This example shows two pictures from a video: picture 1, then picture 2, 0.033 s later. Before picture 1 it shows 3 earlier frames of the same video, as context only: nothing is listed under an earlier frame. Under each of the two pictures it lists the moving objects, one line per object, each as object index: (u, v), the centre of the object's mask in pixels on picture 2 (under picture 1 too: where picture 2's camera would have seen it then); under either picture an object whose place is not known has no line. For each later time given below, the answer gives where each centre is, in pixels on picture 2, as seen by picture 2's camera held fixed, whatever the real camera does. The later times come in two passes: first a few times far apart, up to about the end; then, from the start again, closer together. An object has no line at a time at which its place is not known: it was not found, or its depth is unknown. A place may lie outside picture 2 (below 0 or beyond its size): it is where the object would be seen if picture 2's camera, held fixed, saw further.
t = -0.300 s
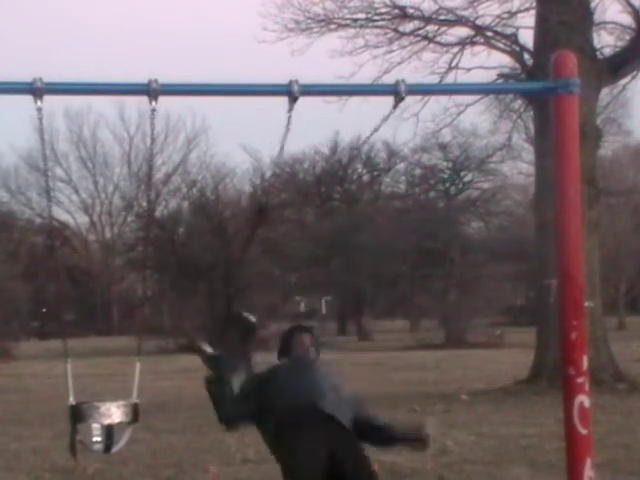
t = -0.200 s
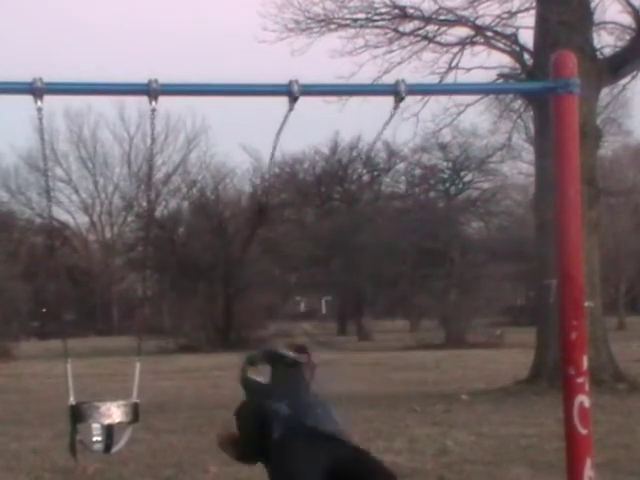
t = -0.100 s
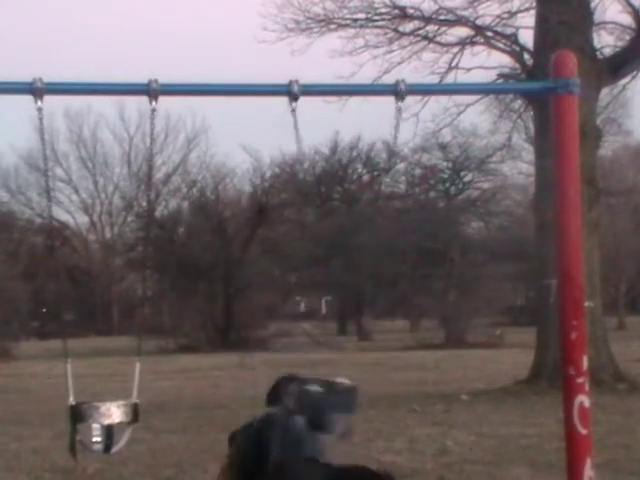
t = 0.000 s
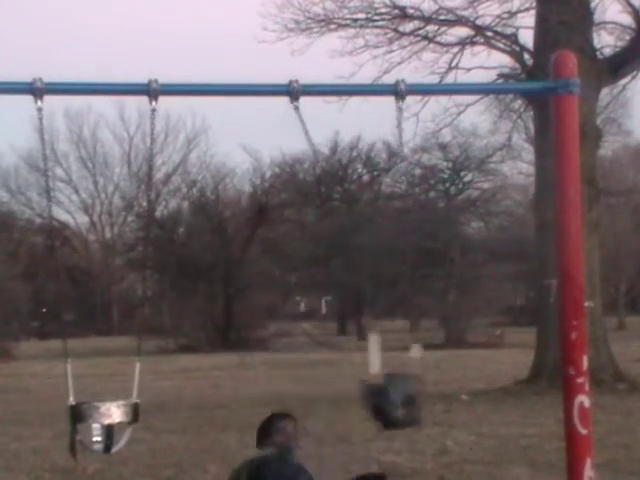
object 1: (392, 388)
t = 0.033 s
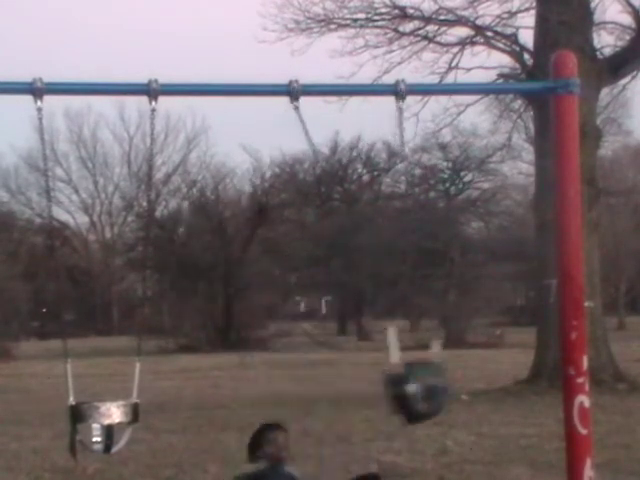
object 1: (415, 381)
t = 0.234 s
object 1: (500, 305)
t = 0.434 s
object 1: (536, 236)
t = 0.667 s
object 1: (537, 245)
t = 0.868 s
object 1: (475, 323)
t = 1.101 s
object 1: (355, 399)
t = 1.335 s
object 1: (256, 365)
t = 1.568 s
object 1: (225, 299)
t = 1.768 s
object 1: (246, 274)
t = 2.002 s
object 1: (298, 317)
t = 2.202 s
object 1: (362, 373)
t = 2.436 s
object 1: (417, 391)
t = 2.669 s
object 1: (422, 348)
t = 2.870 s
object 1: (394, 301)
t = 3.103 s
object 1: (359, 293)
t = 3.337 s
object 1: (327, 354)
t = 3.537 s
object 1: (332, 397)
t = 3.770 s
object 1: (351, 383)
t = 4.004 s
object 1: (364, 325)
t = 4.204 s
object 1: (367, 307)
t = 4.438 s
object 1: (356, 334)
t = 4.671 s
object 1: (342, 394)
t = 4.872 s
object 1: (331, 394)
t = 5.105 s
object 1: (350, 355)
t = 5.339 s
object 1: (376, 316)
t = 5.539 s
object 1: (403, 326)
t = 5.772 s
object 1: (424, 373)
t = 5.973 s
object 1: (403, 396)
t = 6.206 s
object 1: (349, 378)
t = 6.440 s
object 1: (294, 345)
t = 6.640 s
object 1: (262, 328)
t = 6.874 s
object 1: (262, 355)
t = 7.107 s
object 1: (310, 402)
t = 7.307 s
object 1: (377, 399)
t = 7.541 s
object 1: (445, 356)
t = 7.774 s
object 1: (470, 331)
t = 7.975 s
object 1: (455, 343)
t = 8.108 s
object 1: (426, 371)
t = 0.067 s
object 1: (437, 370)
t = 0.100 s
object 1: (451, 364)
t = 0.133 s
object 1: (465, 349)
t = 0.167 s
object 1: (481, 331)
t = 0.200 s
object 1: (489, 318)
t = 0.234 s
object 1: (500, 305)
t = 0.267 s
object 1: (511, 292)
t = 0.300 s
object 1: (519, 279)
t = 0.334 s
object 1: (525, 267)
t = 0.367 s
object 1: (529, 254)
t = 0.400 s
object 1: (533, 248)
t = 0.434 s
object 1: (536, 236)
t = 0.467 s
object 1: (540, 229)
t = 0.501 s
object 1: (541, 229)
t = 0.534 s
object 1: (543, 228)
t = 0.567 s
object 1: (543, 228)
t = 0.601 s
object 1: (542, 229)
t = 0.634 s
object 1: (542, 241)
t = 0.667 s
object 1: (537, 245)
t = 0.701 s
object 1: (522, 252)
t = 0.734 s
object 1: (512, 260)
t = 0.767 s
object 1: (504, 273)
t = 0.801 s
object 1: (495, 286)
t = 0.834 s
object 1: (488, 305)
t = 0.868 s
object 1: (475, 323)
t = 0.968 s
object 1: (431, 367)
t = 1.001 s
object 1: (412, 376)
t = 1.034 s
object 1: (393, 385)
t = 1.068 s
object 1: (375, 398)
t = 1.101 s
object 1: (355, 399)
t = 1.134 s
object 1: (336, 400)
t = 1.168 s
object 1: (320, 402)
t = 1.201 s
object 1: (307, 400)
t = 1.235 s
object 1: (294, 397)
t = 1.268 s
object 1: (280, 386)
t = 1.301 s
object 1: (268, 377)
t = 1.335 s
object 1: (256, 365)
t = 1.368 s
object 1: (247, 359)
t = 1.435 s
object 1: (233, 341)
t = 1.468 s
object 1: (219, 342)
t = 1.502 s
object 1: (225, 316)
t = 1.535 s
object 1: (224, 305)
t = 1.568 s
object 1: (225, 299)
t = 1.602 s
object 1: (227, 293)
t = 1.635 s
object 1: (229, 288)
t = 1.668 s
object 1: (231, 287)
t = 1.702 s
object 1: (237, 273)
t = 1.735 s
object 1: (241, 272)
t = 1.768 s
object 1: (246, 274)
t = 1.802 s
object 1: (250, 277)
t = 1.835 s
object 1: (256, 282)
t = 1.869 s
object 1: (262, 287)
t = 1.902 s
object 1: (270, 293)
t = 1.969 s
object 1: (287, 309)
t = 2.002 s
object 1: (298, 317)
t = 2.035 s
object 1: (309, 327)
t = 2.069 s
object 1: (319, 338)
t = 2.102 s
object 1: (329, 348)
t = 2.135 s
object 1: (341, 355)
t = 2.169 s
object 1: (352, 365)
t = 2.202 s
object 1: (362, 373)
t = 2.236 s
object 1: (373, 382)
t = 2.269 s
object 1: (382, 386)
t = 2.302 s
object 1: (388, 390)
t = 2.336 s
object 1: (396, 393)
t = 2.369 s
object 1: (404, 391)
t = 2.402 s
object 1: (411, 392)
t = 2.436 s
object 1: (417, 391)
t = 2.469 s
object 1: (421, 387)
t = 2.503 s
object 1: (424, 383)
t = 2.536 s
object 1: (426, 378)
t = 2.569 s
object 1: (427, 371)
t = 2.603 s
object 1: (426, 365)
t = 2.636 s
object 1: (425, 357)
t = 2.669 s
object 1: (422, 348)
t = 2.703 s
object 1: (419, 341)
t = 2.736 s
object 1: (416, 334)
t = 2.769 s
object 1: (411, 322)
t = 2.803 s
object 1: (407, 316)
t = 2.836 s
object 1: (399, 307)
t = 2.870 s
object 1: (394, 301)
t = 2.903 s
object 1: (389, 295)
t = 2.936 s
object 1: (386, 293)
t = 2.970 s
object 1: (381, 290)
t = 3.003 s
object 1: (376, 289)
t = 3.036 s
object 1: (369, 288)
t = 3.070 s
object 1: (364, 289)
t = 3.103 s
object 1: (359, 293)
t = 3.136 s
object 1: (353, 296)
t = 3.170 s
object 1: (352, 304)
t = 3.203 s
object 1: (342, 313)
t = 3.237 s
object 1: (343, 326)
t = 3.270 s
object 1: (337, 334)
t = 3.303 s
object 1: (331, 342)
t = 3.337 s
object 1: (327, 354)
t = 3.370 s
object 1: (329, 361)
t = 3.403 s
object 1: (328, 370)
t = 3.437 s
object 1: (329, 379)
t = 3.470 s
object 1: (330, 386)
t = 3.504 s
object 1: (331, 392)
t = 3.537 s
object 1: (332, 397)
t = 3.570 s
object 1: (330, 404)
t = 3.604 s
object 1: (333, 403)
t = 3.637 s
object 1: (336, 400)
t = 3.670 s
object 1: (343, 402)
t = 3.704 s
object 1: (346, 399)
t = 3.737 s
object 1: (349, 389)
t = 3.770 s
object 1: (351, 383)
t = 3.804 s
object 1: (352, 375)
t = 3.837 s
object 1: (355, 366)
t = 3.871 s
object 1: (358, 358)
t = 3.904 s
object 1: (360, 348)
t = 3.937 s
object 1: (362, 341)
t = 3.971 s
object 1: (363, 331)
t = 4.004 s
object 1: (364, 325)
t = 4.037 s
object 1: (366, 318)
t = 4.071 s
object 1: (367, 316)
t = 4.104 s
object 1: (368, 312)
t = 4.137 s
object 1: (366, 308)
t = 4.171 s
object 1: (367, 308)
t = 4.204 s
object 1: (367, 307)
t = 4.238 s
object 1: (367, 309)
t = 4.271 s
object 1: (366, 309)
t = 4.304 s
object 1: (366, 311)
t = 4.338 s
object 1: (364, 316)
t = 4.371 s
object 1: (362, 320)
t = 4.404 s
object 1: (359, 326)
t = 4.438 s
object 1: (356, 334)
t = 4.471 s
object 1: (355, 348)
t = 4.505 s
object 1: (352, 352)
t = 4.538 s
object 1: (350, 362)
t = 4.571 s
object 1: (349, 370)
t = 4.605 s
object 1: (347, 378)
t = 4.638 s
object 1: (344, 386)
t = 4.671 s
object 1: (342, 394)
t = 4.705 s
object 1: (339, 395)
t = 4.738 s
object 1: (335, 401)
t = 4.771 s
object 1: (331, 400)
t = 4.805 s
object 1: (330, 400)
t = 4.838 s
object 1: (330, 396)
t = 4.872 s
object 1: (331, 394)
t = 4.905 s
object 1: (332, 391)
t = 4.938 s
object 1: (332, 385)
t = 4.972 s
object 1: (332, 381)
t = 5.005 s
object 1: (333, 374)
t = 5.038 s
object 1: (335, 365)
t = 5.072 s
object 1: (338, 357)
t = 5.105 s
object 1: (350, 355)
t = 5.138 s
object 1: (351, 344)
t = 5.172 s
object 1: (349, 333)
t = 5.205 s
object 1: (356, 328)
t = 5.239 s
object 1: (361, 323)
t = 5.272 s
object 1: (367, 320)
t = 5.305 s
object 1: (373, 318)
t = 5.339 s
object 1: (376, 316)
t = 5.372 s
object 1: (382, 316)
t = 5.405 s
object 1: (385, 316)
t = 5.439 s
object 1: (390, 318)
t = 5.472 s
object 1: (394, 321)
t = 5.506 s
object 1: (399, 323)
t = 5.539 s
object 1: (403, 326)
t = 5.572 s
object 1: (406, 330)
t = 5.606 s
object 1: (411, 335)
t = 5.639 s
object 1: (417, 351)
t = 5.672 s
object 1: (420, 355)
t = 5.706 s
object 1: (422, 361)
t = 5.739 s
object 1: (423, 367)
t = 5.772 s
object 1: (424, 373)
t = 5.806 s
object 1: (422, 380)
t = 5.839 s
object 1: (420, 384)
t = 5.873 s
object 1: (418, 388)
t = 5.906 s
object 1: (414, 392)
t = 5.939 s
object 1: (409, 395)
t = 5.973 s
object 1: (403, 396)
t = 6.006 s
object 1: (399, 395)
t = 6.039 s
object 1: (391, 399)
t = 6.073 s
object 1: (384, 397)
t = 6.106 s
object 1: (375, 394)
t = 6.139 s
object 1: (366, 389)
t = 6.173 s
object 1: (358, 383)
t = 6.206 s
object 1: (349, 378)
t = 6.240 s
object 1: (340, 374)
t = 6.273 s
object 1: (331, 369)
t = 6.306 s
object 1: (323, 364)
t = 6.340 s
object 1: (315, 359)
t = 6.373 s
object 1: (307, 354)
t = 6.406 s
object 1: (299, 349)
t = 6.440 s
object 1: (294, 345)
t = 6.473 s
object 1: (284, 337)
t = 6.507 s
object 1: (282, 338)
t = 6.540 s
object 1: (272, 330)
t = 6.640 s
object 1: (262, 328)
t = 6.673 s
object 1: (260, 330)
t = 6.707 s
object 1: (258, 332)
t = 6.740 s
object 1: (257, 334)
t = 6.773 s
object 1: (257, 338)
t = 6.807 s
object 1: (257, 344)
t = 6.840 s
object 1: (259, 349)
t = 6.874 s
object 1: (262, 355)
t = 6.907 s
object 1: (268, 363)
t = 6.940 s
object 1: (272, 369)
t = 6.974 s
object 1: (278, 375)
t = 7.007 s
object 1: (284, 383)
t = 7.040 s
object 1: (292, 388)
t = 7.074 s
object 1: (300, 395)
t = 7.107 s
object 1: (310, 402)
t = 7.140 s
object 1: (320, 406)
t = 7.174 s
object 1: (331, 409)
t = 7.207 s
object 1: (340, 408)
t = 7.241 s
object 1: (353, 403)
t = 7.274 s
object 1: (365, 399)
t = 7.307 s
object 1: (377, 399)
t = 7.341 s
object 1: (389, 394)
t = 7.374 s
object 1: (401, 389)
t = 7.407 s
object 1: (411, 383)
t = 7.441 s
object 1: (421, 377)
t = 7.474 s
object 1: (431, 370)
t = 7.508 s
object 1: (438, 363)
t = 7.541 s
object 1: (445, 356)
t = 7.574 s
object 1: (452, 349)
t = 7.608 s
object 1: (456, 340)
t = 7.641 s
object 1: (461, 336)
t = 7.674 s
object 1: (465, 333)
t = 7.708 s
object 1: (468, 330)
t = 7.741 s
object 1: (469, 330)
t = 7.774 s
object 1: (470, 331)
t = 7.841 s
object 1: (469, 330)
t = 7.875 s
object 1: (467, 333)
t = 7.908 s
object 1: (464, 335)
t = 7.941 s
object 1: (460, 340)
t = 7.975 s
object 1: (455, 343)
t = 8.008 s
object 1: (449, 351)
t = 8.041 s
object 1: (441, 359)
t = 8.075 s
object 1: (433, 365)
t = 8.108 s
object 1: (426, 371)
